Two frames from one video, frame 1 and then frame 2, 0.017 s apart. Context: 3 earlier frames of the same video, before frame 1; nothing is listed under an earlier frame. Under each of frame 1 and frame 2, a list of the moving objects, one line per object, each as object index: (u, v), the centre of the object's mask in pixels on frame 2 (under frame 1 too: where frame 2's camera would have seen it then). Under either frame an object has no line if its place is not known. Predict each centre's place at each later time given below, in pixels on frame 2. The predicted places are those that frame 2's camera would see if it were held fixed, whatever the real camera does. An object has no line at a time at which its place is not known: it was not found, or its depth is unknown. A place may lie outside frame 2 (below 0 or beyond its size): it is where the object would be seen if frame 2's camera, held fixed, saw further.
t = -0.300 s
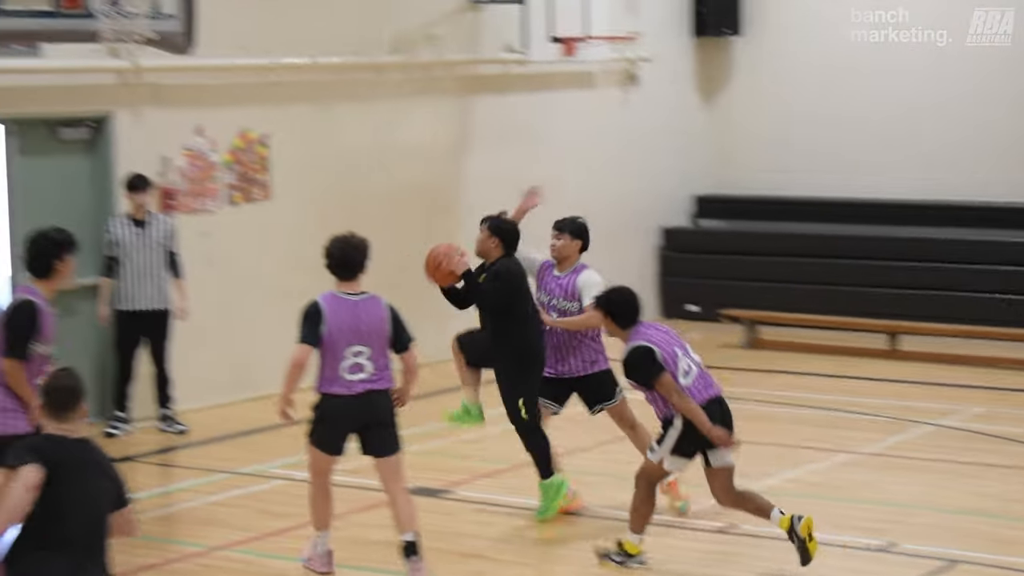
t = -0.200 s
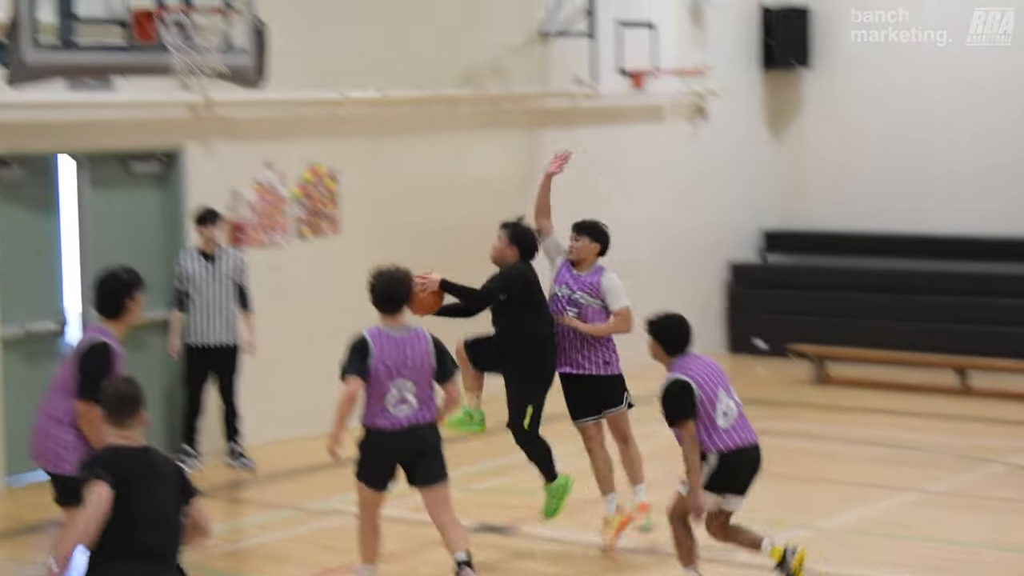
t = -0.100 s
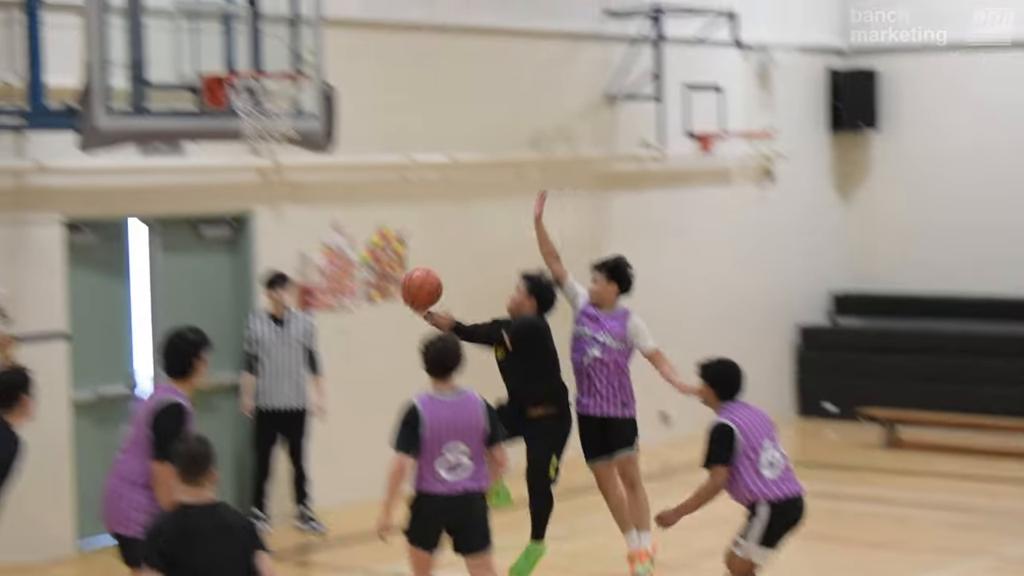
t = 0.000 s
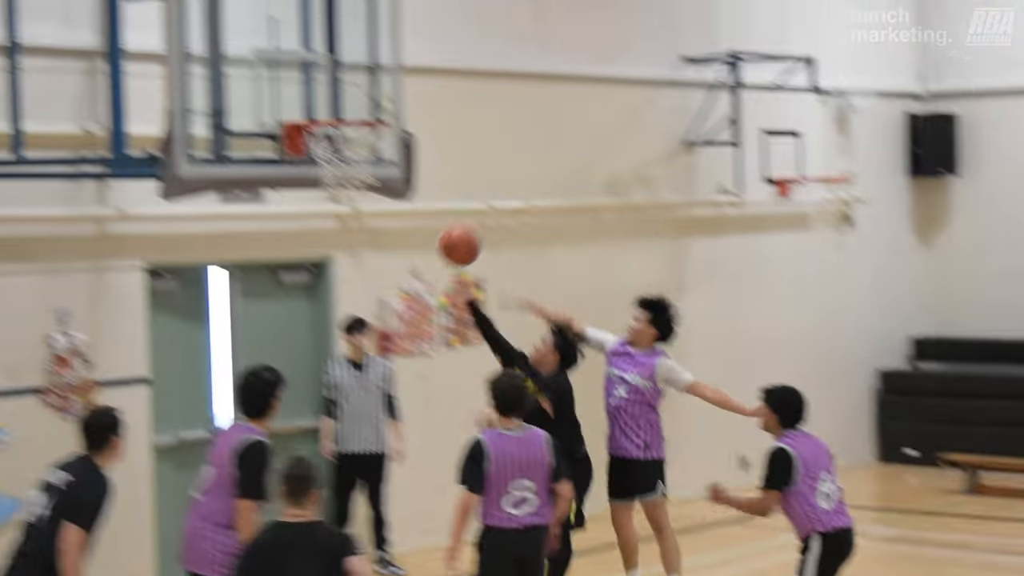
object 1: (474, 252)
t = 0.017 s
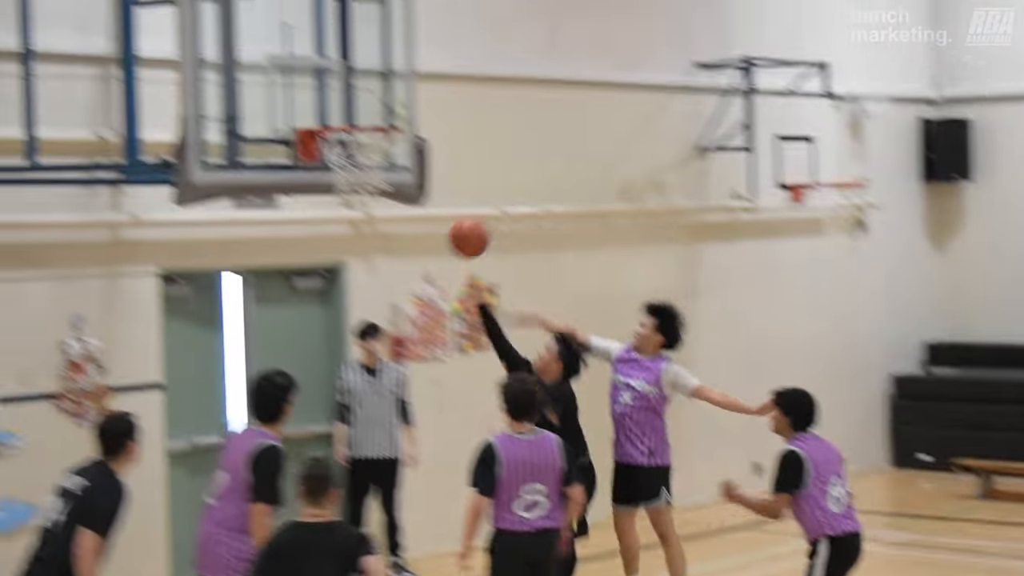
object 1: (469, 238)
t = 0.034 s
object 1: (464, 225)
